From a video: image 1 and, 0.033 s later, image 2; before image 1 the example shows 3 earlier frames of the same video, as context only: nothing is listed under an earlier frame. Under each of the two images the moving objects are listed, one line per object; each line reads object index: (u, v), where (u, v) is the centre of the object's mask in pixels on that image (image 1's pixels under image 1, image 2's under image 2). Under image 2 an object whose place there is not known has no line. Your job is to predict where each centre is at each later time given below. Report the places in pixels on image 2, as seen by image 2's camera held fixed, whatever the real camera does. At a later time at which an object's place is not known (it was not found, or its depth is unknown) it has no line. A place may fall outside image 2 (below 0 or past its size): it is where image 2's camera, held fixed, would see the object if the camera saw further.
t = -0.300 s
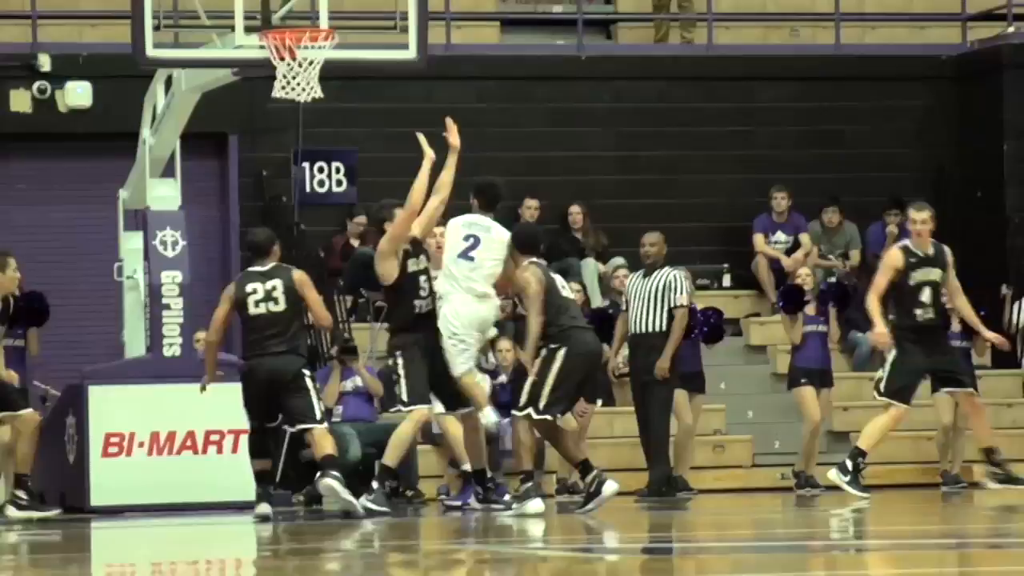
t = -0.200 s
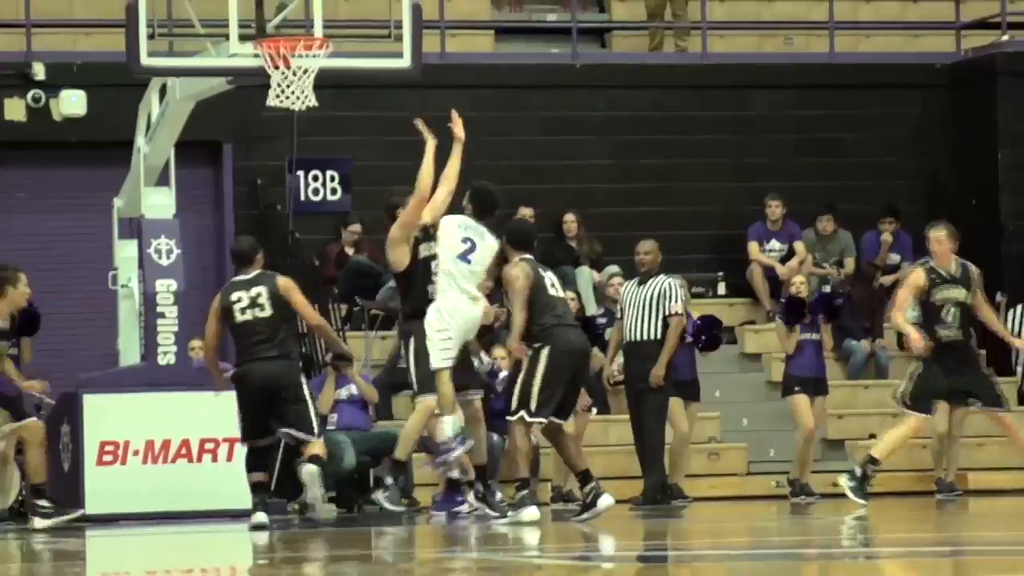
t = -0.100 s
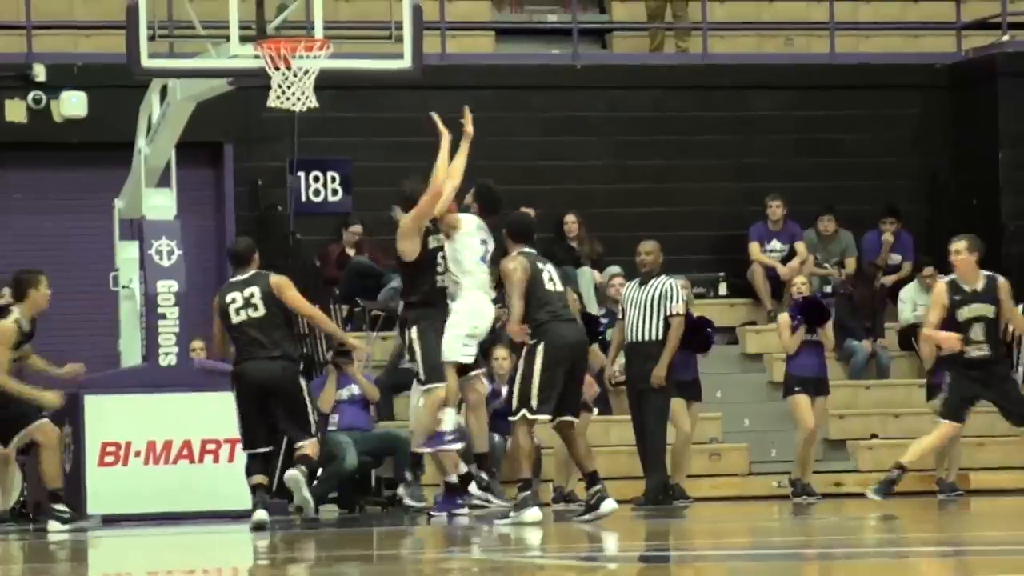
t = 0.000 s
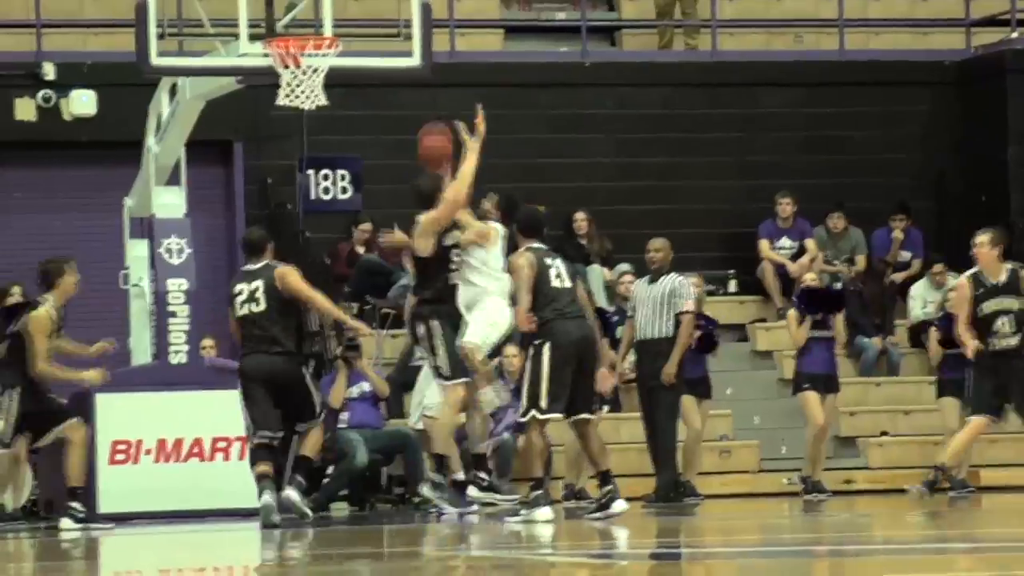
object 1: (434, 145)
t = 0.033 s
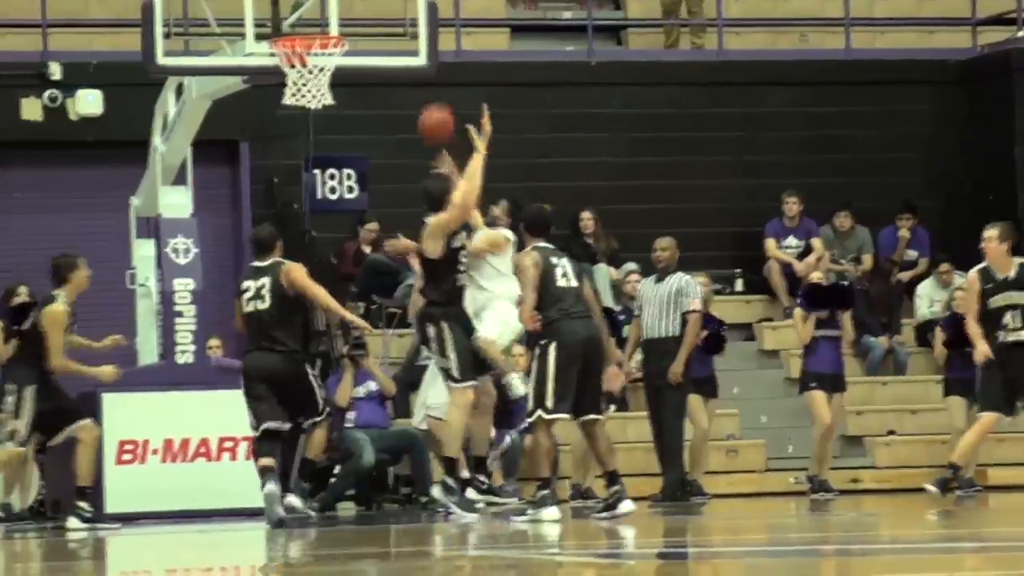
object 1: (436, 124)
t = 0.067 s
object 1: (430, 106)
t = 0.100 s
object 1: (424, 88)
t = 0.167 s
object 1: (416, 56)
